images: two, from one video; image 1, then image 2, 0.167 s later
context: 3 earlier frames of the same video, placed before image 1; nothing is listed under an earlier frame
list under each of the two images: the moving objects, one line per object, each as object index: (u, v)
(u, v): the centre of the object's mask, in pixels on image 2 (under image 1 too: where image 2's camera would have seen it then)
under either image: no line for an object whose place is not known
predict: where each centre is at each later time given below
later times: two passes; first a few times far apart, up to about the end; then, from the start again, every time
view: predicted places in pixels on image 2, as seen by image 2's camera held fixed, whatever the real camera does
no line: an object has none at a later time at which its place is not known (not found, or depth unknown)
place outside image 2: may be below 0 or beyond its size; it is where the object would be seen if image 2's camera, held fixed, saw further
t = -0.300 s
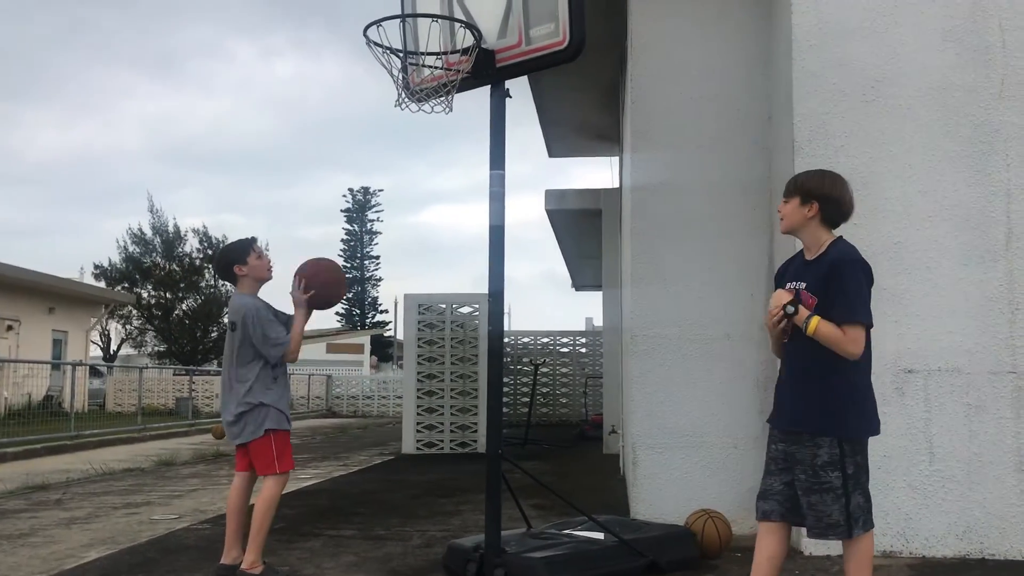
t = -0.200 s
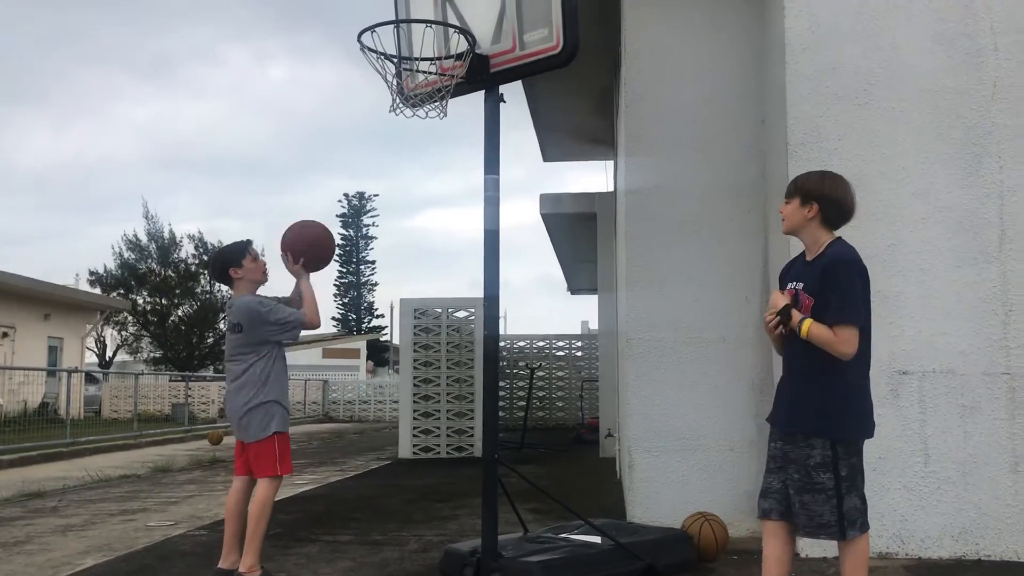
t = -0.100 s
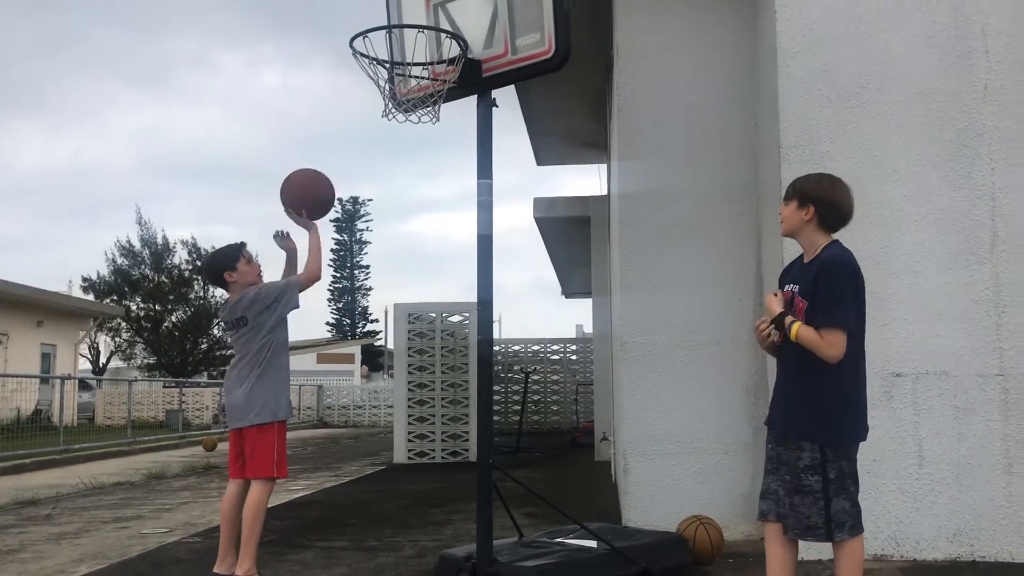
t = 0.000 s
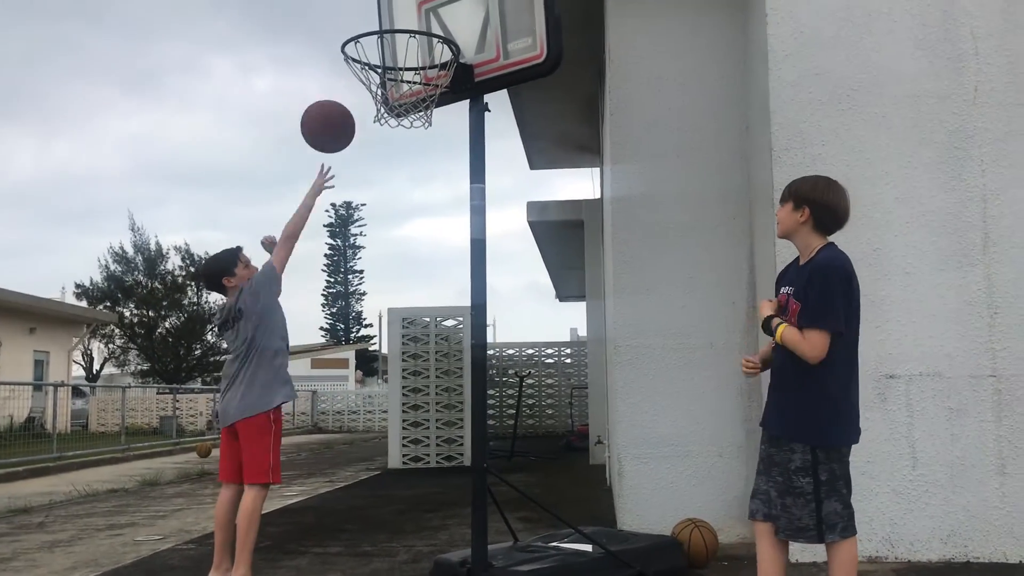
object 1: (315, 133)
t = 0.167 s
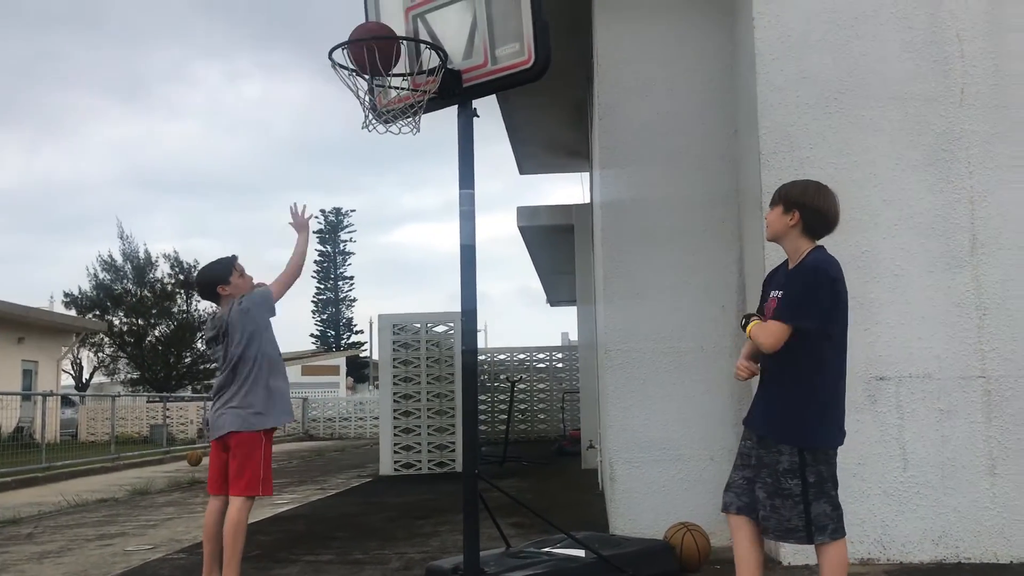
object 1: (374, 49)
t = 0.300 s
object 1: (378, 39)
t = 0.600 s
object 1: (380, 75)
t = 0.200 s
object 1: (381, 41)
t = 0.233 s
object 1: (380, 38)
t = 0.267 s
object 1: (379, 37)
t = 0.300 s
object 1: (378, 39)
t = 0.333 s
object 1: (377, 43)
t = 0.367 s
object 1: (376, 43)
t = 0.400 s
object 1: (377, 41)
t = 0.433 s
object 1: (377, 40)
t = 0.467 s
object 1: (378, 42)
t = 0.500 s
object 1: (378, 46)
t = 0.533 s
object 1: (379, 54)
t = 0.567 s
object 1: (380, 62)
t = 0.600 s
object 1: (380, 75)
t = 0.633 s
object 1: (381, 91)
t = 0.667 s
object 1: (381, 106)
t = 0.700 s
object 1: (382, 120)
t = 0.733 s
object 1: (382, 138)
